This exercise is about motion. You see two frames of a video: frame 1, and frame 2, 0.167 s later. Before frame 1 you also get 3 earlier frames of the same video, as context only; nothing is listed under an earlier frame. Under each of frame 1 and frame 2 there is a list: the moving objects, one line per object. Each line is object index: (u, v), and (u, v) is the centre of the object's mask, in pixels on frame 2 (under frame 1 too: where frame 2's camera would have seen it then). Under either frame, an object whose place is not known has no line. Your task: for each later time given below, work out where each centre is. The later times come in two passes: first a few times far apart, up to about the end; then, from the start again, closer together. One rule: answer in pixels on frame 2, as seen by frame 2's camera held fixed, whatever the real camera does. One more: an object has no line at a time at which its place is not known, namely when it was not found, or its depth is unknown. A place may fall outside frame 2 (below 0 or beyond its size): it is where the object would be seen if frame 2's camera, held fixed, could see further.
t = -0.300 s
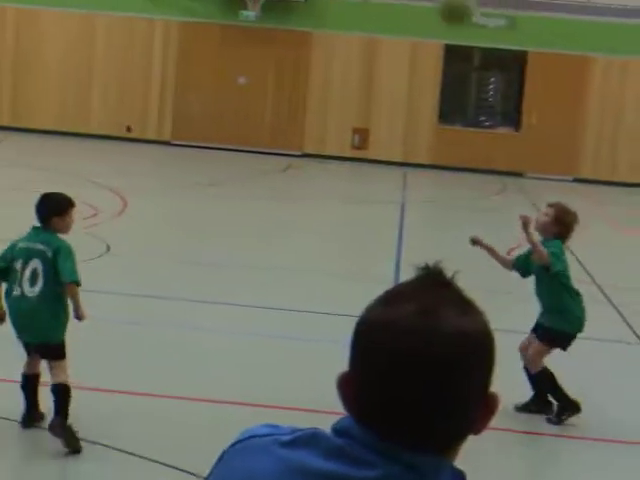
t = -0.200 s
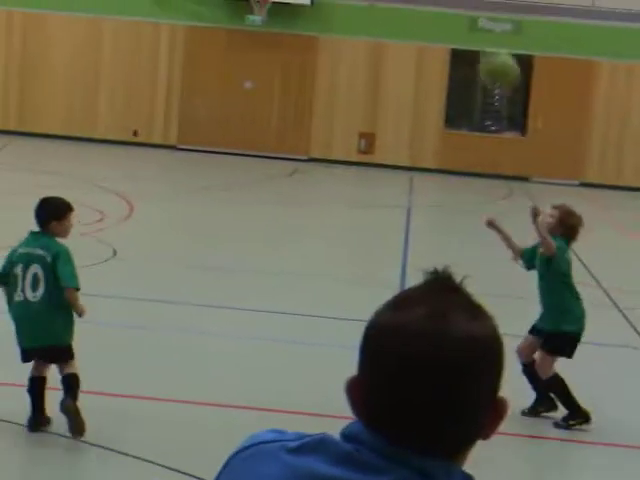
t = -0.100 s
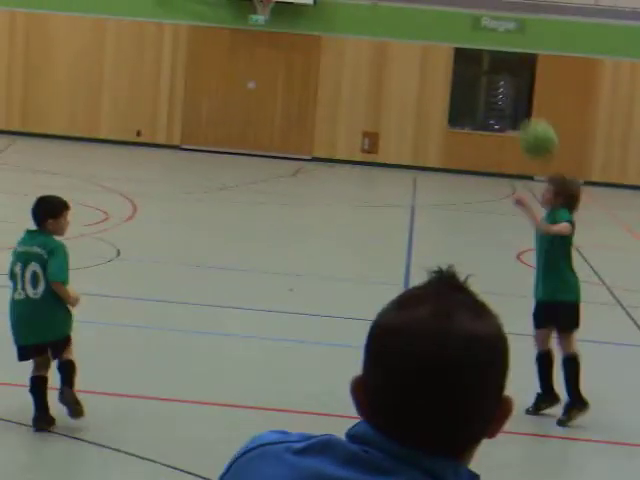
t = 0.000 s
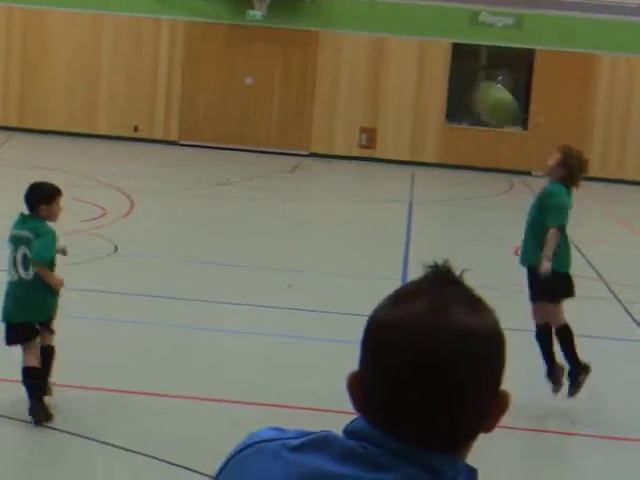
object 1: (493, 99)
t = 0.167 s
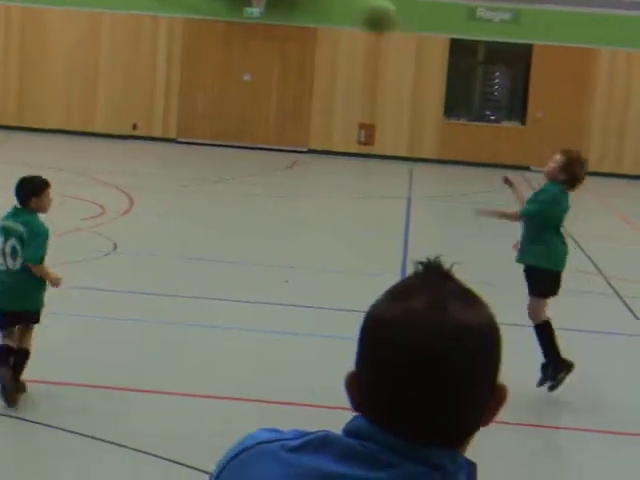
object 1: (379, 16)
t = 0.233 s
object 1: (331, 4)
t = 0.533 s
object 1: (130, 2)
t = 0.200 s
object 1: (355, 10)
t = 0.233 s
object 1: (331, 4)
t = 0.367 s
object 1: (240, -10)
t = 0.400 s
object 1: (220, -13)
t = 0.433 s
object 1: (198, -15)
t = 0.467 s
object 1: (175, -14)
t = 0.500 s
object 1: (153, -7)
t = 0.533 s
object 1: (130, 2)
